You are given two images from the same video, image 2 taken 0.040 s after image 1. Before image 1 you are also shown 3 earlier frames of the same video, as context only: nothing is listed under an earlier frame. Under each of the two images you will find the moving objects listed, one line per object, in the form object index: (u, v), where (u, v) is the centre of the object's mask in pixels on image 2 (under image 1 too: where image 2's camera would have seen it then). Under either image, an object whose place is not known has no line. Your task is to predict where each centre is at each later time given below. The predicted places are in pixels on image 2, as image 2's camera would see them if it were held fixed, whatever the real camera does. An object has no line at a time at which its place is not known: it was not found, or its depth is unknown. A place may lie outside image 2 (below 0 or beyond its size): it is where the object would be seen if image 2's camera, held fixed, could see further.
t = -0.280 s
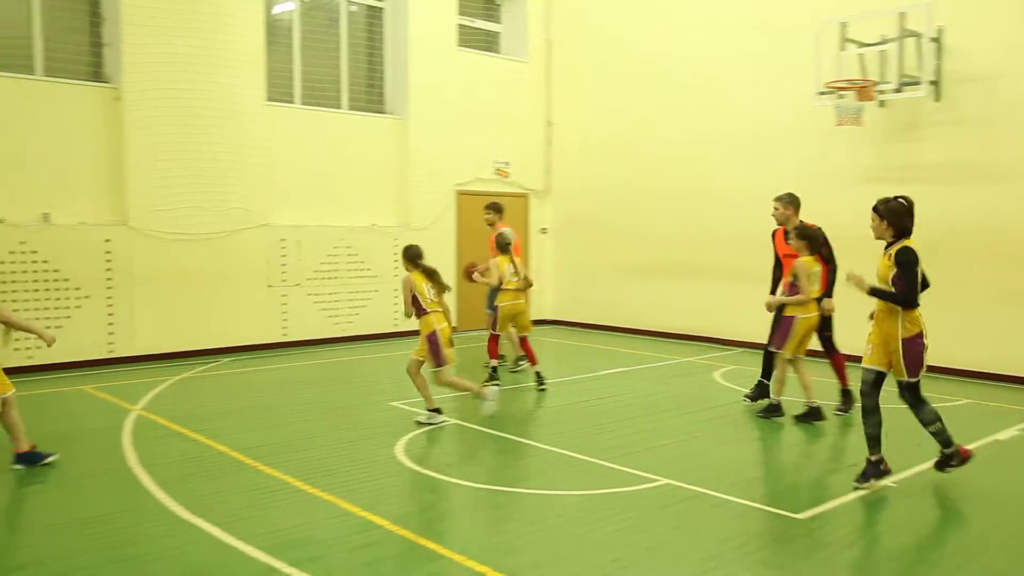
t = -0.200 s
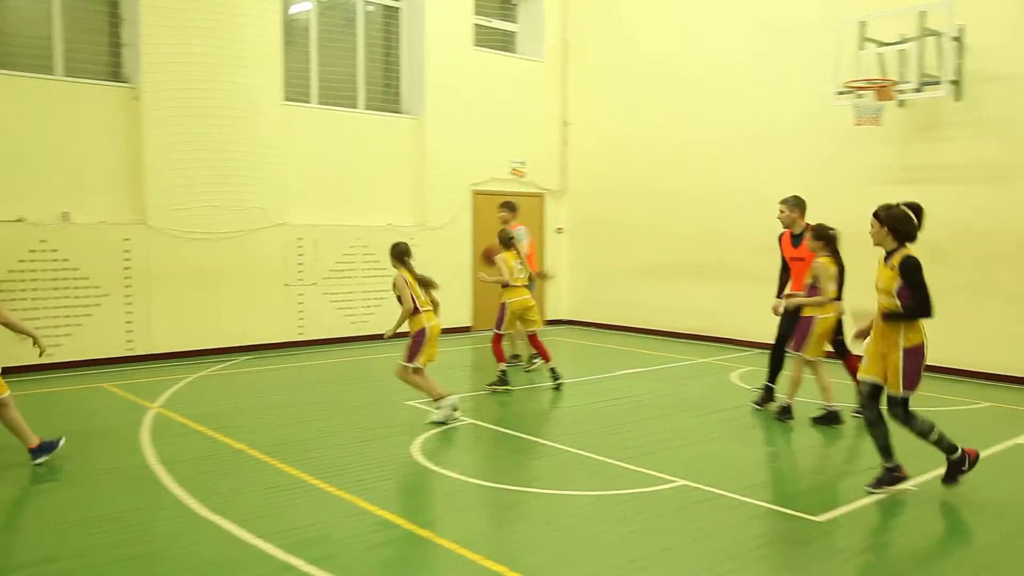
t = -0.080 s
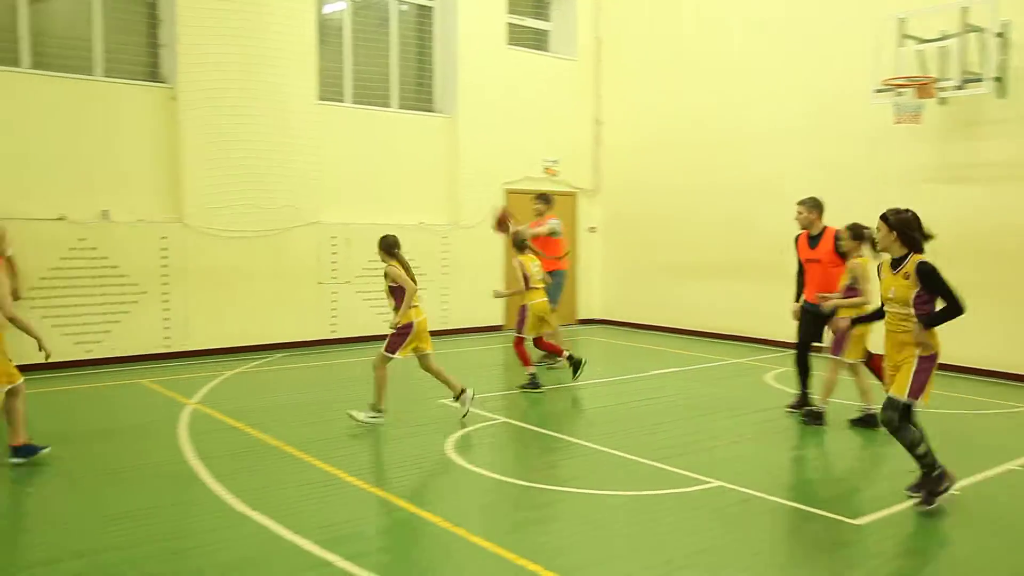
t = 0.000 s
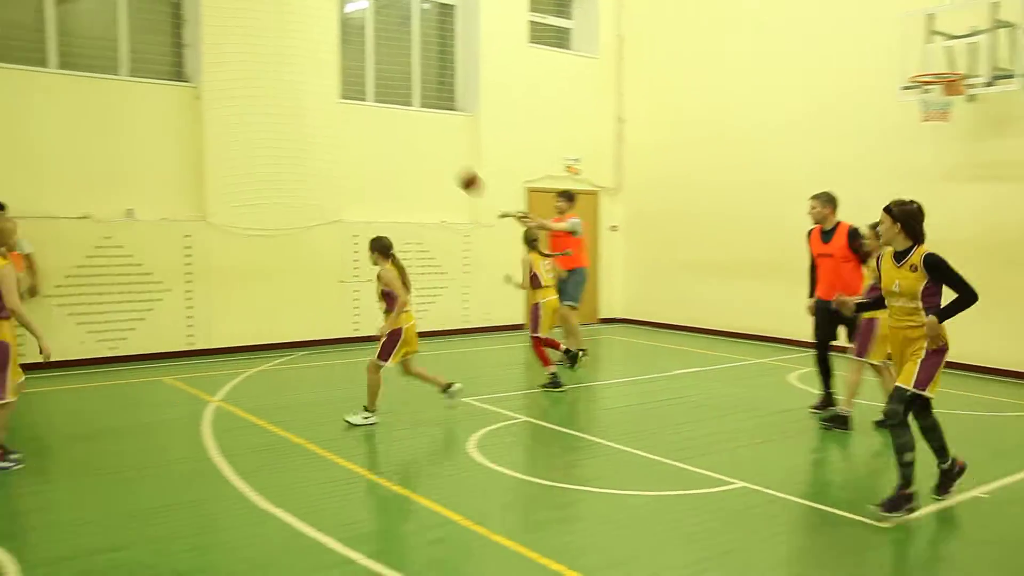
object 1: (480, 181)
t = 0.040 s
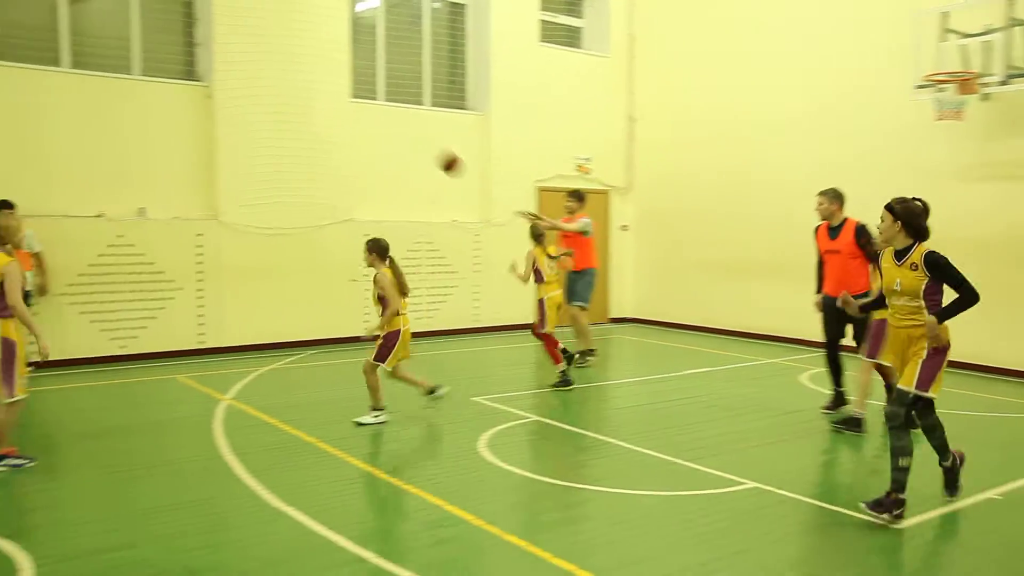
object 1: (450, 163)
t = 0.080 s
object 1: (418, 146)
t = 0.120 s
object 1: (386, 130)
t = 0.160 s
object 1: (353, 116)
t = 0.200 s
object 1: (318, 103)
